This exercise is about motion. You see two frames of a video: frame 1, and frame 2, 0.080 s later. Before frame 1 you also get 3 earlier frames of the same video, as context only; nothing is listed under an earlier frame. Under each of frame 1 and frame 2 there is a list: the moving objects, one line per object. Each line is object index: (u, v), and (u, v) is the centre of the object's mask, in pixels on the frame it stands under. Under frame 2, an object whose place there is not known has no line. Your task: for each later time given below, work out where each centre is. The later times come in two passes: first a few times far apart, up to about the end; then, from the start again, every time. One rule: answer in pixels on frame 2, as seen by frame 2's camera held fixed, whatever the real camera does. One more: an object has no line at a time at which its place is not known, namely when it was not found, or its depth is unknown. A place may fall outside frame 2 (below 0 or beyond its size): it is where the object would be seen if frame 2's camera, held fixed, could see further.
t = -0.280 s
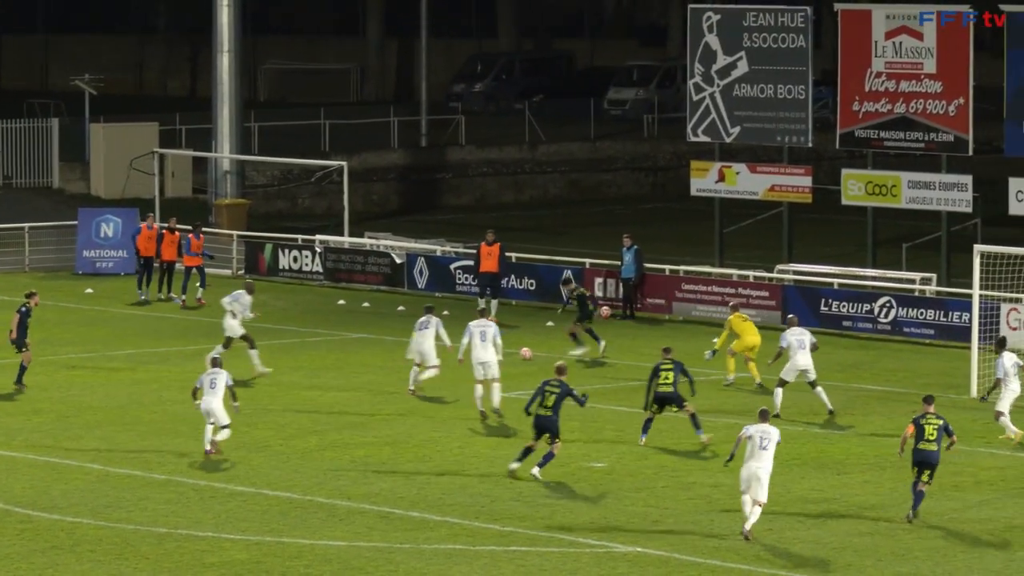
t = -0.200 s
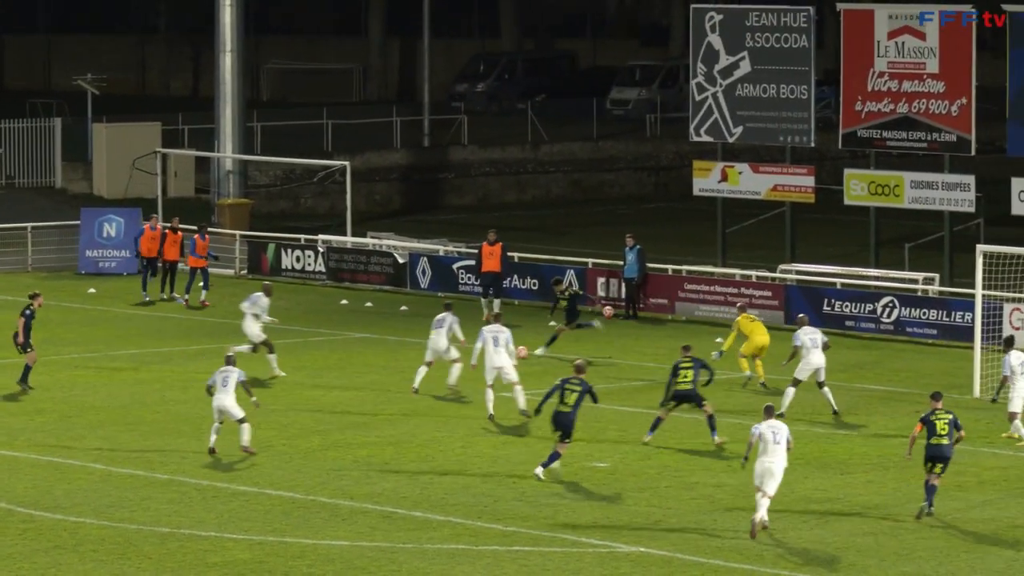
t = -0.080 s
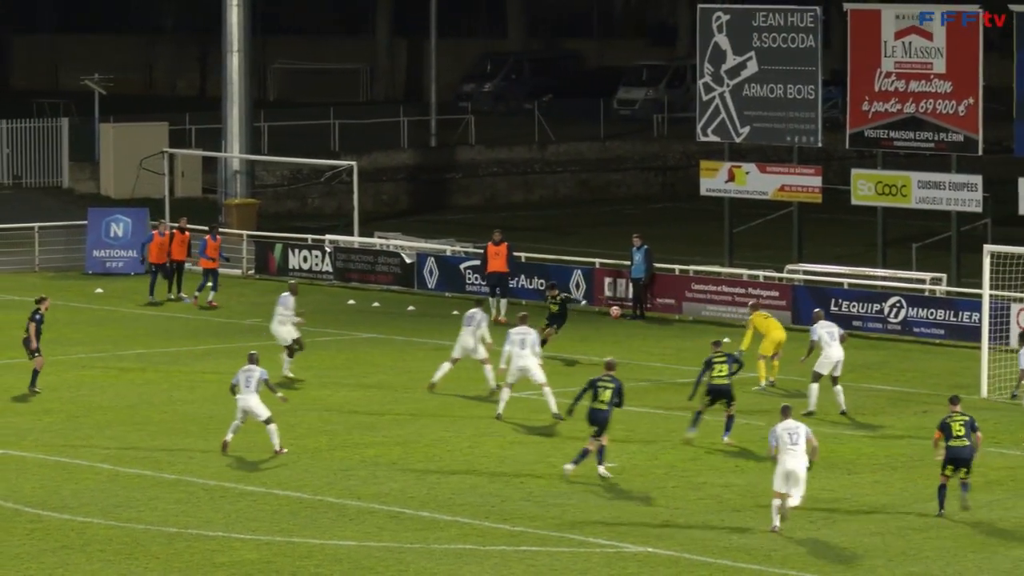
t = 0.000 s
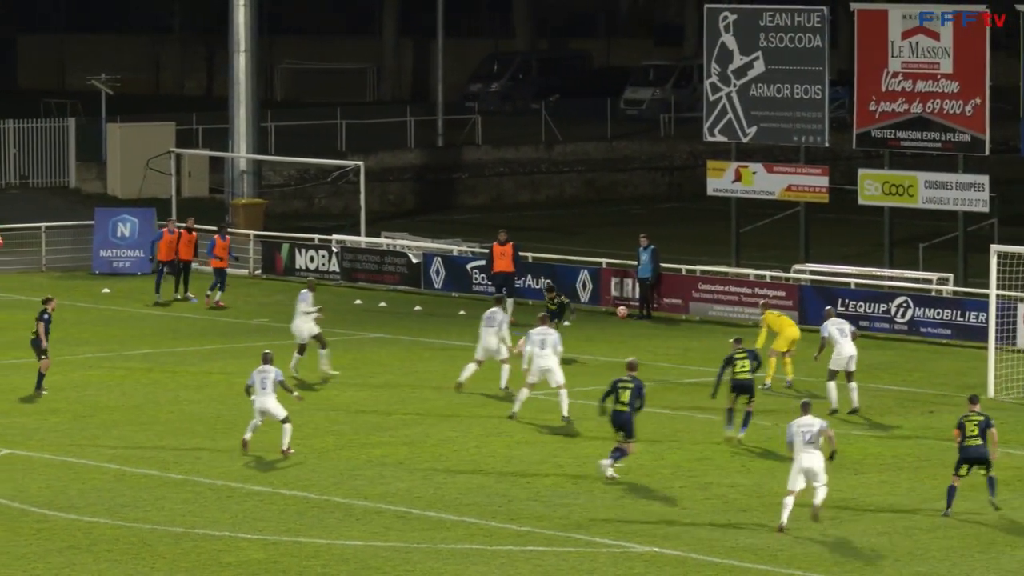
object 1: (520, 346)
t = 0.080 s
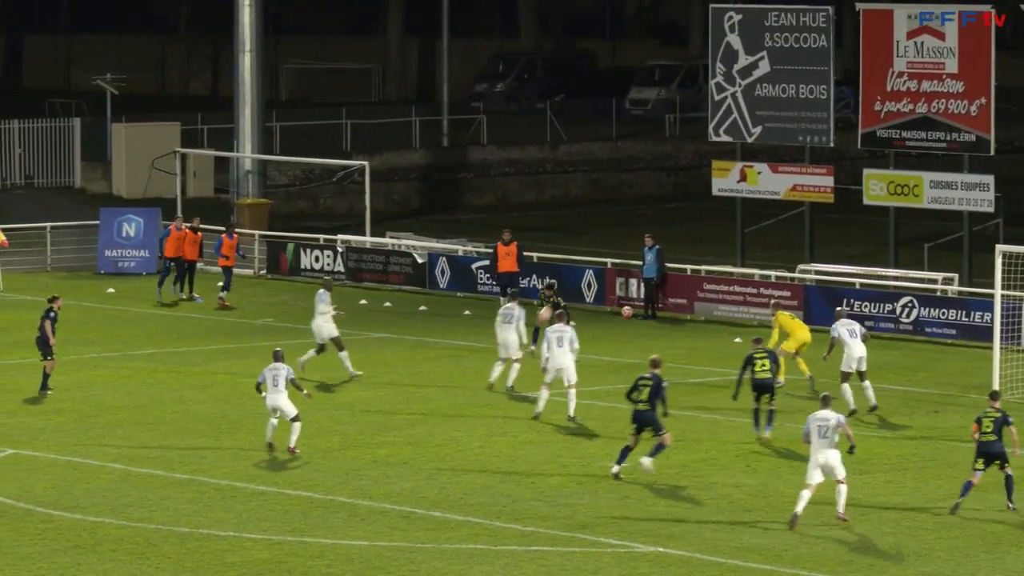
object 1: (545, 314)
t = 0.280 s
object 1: (591, 248)
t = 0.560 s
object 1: (663, 184)
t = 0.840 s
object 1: (742, 155)
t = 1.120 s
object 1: (827, 168)
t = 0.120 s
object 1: (554, 299)
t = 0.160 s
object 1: (563, 285)
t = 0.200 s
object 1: (572, 272)
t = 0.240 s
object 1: (582, 259)
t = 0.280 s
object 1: (591, 248)
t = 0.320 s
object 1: (601, 236)
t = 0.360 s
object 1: (611, 225)
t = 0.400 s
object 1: (621, 216)
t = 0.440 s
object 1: (632, 207)
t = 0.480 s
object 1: (642, 198)
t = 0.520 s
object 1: (653, 191)
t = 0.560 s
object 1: (663, 184)
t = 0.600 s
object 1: (674, 177)
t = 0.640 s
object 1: (685, 172)
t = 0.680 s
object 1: (696, 167)
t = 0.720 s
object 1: (707, 162)
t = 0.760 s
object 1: (719, 158)
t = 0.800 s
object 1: (731, 156)
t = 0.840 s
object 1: (742, 155)
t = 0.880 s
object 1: (755, 154)
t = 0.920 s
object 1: (766, 155)
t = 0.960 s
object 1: (778, 156)
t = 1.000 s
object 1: (790, 158)
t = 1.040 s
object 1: (803, 160)
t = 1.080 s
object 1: (815, 164)
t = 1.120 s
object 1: (827, 168)
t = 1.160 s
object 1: (839, 175)
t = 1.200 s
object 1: (852, 182)
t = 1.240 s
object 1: (864, 189)
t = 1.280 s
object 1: (878, 198)
